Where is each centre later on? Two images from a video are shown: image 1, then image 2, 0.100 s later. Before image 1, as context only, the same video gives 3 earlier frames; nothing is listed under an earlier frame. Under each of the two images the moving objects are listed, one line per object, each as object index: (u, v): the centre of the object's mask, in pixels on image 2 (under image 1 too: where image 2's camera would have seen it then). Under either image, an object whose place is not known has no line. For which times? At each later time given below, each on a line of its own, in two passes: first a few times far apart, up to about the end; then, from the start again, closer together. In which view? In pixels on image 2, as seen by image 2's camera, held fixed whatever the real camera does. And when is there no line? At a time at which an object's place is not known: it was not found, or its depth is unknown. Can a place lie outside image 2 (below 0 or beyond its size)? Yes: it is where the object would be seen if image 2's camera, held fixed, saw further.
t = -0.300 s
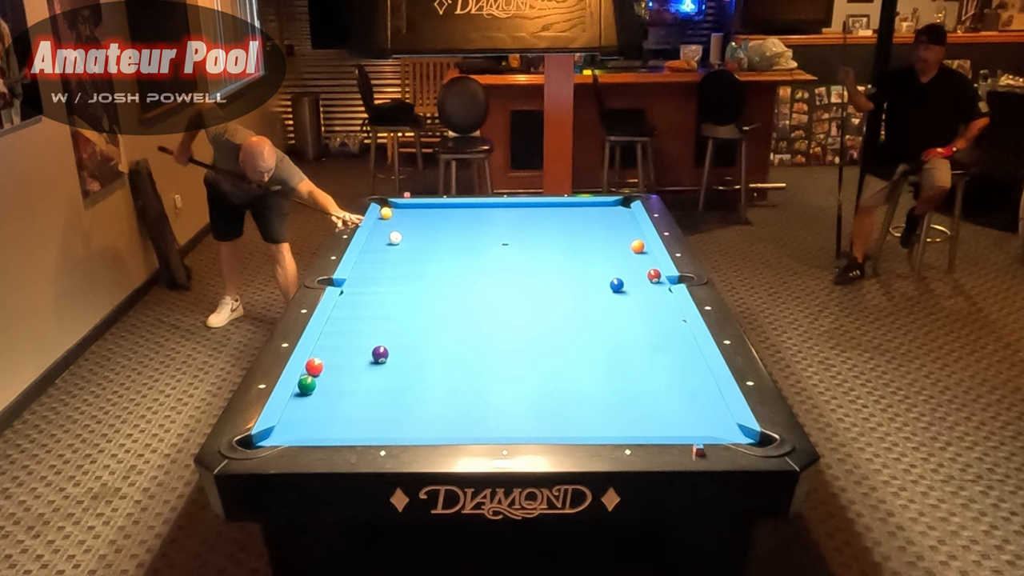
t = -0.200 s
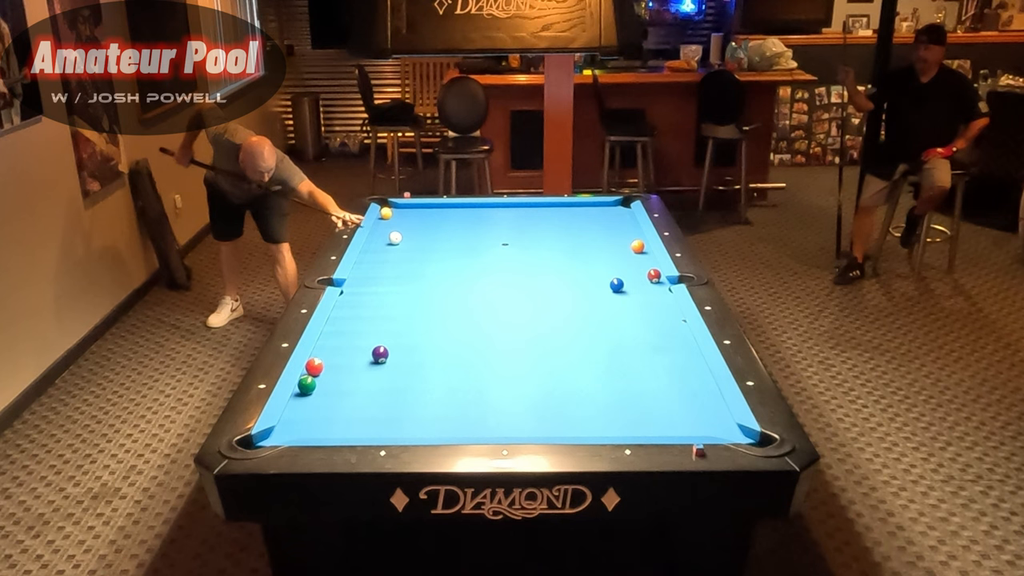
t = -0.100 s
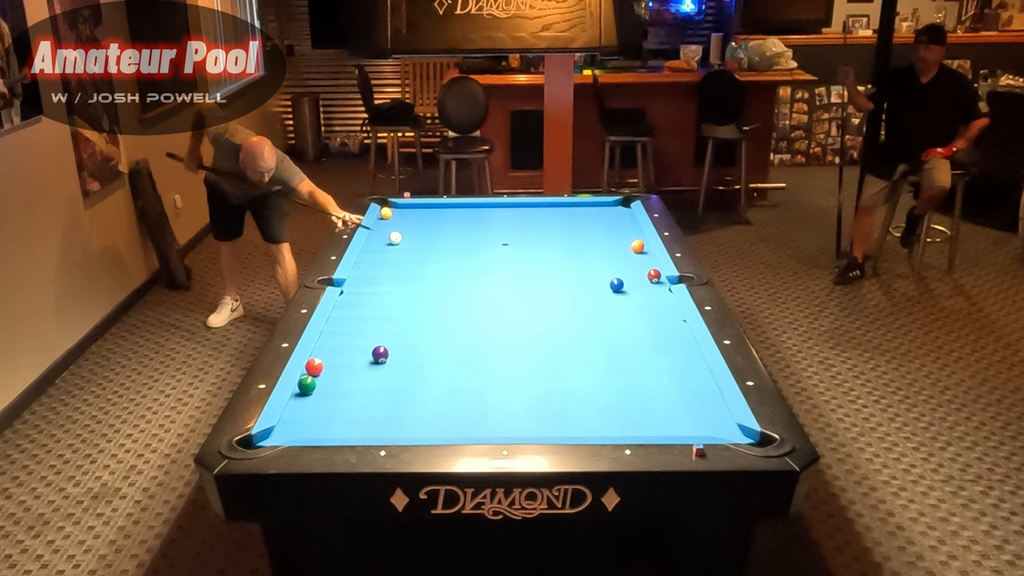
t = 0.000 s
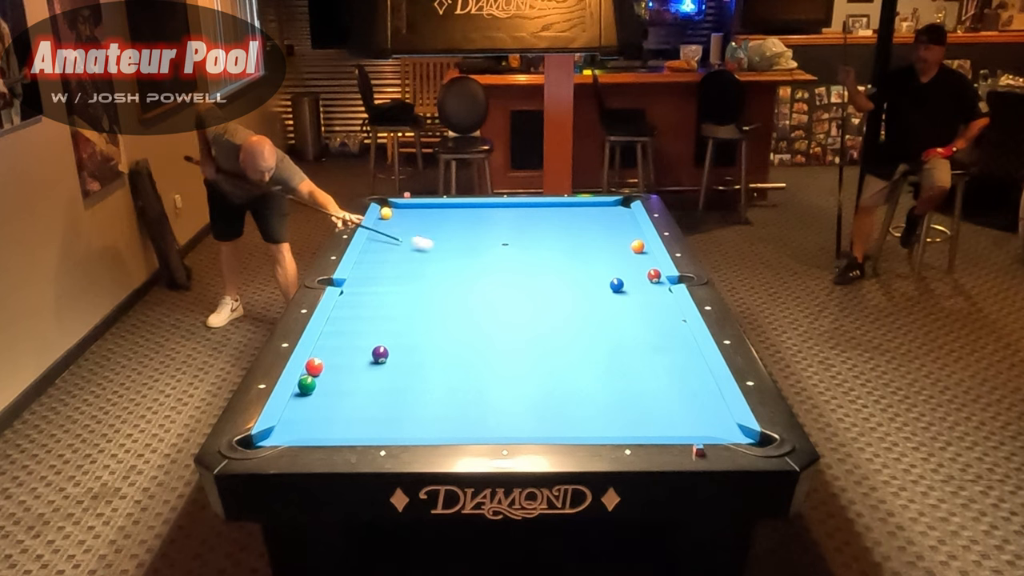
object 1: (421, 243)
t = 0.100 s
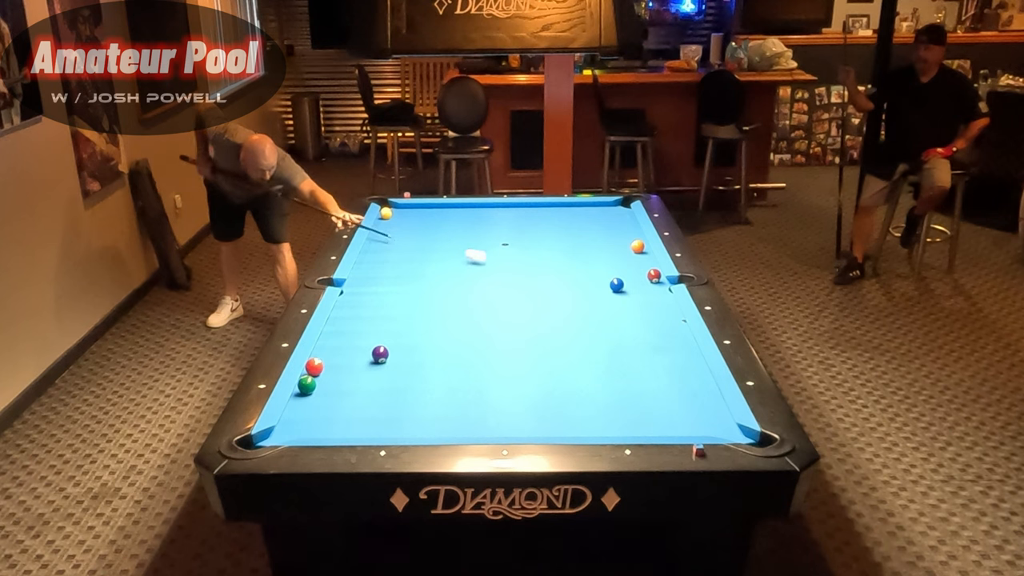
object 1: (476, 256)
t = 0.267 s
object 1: (566, 277)
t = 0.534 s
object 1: (625, 309)
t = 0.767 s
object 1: (673, 342)
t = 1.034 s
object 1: (688, 382)
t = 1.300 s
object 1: (682, 425)
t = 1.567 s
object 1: (671, 411)
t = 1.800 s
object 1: (662, 390)
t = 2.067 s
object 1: (653, 369)
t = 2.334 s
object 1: (644, 350)
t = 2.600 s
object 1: (637, 335)
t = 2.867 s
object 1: (630, 320)
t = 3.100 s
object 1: (625, 309)
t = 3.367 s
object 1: (620, 298)
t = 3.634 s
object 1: (615, 288)
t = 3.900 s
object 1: (611, 279)
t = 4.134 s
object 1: (608, 272)
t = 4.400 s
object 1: (605, 264)
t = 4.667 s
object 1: (602, 258)
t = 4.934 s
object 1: (599, 252)
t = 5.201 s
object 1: (597, 247)
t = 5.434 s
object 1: (594, 243)
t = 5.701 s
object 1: (592, 239)
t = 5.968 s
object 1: (590, 235)
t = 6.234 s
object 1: (588, 232)
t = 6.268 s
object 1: (588, 231)
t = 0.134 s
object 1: (494, 261)
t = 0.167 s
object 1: (512, 264)
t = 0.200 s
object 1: (530, 269)
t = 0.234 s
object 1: (549, 273)
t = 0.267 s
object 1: (566, 277)
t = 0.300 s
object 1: (583, 281)
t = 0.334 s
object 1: (600, 285)
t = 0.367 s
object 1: (604, 288)
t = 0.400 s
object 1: (606, 293)
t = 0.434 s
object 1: (610, 297)
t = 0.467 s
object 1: (613, 301)
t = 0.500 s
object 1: (619, 305)
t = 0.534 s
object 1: (625, 309)
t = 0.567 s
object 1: (631, 313)
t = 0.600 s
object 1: (637, 318)
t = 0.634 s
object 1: (644, 323)
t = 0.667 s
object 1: (651, 327)
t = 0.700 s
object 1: (659, 332)
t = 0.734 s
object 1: (666, 337)
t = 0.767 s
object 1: (673, 342)
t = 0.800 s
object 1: (681, 348)
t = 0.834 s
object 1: (689, 353)
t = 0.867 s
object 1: (693, 359)
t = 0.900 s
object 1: (691, 363)
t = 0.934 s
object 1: (690, 368)
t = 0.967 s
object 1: (690, 372)
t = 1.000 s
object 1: (689, 377)
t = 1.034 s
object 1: (688, 382)
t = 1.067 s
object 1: (688, 387)
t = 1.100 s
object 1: (687, 393)
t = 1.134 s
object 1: (686, 398)
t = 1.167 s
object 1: (686, 403)
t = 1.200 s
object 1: (685, 409)
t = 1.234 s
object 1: (684, 414)
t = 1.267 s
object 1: (683, 420)
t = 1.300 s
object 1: (682, 425)
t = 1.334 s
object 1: (682, 429)
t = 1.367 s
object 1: (680, 428)
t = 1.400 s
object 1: (678, 426)
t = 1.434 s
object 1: (677, 424)
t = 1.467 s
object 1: (676, 420)
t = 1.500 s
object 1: (674, 417)
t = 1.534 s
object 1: (673, 414)
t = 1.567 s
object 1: (671, 411)
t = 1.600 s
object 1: (670, 407)
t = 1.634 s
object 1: (669, 404)
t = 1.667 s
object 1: (667, 401)
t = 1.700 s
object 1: (666, 398)
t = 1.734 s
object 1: (665, 396)
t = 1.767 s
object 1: (663, 393)
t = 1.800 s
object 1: (662, 390)
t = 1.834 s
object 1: (661, 387)
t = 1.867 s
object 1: (660, 384)
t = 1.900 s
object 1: (659, 382)
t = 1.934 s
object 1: (657, 379)
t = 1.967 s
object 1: (656, 376)
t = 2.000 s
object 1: (655, 374)
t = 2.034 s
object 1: (654, 371)
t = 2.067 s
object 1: (653, 369)
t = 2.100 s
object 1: (652, 366)
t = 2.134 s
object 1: (650, 364)
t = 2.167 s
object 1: (649, 362)
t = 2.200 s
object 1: (648, 359)
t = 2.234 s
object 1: (647, 357)
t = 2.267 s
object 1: (646, 355)
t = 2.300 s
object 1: (645, 353)
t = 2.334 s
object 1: (644, 350)
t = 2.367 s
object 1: (643, 348)
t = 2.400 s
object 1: (642, 346)
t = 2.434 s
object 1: (641, 344)
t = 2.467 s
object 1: (640, 342)
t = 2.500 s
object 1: (640, 340)
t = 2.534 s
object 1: (639, 338)
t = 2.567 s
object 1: (638, 336)
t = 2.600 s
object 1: (637, 335)
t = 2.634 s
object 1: (636, 332)
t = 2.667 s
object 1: (635, 331)
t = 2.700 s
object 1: (634, 329)
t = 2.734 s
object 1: (633, 327)
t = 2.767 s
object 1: (633, 325)
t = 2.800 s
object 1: (632, 324)
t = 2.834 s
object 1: (631, 322)
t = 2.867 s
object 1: (630, 320)
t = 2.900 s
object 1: (629, 318)
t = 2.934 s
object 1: (629, 317)
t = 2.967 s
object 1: (628, 316)
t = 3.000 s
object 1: (627, 314)
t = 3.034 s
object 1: (626, 312)
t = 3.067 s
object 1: (626, 311)
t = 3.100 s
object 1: (625, 309)
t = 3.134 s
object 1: (624, 308)
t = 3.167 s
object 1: (624, 306)
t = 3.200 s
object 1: (623, 305)
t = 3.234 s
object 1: (622, 303)
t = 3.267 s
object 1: (622, 302)
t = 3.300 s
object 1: (621, 301)
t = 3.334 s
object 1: (620, 299)
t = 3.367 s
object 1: (620, 298)
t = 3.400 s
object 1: (619, 296)
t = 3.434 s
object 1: (619, 295)
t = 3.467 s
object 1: (618, 294)
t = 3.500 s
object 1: (618, 293)
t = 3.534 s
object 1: (617, 291)
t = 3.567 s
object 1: (616, 290)
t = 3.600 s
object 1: (616, 289)
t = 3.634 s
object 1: (615, 288)
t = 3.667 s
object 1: (615, 287)
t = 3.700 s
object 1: (614, 285)
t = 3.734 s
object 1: (614, 284)
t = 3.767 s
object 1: (613, 283)
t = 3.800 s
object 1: (613, 282)
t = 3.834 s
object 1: (612, 281)
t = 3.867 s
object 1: (612, 280)
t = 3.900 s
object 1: (611, 279)
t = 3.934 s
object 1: (611, 278)
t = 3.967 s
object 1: (610, 277)
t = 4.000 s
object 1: (610, 276)
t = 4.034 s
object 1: (610, 275)
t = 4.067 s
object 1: (609, 274)
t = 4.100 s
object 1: (609, 273)
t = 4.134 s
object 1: (608, 272)
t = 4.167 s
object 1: (608, 271)
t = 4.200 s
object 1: (607, 270)
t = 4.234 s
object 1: (607, 269)
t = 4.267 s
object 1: (606, 268)
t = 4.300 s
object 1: (606, 267)
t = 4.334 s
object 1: (605, 266)
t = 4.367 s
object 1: (605, 265)
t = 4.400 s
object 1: (605, 264)
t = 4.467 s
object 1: (604, 264)
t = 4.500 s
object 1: (604, 263)
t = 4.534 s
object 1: (603, 262)
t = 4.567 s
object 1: (603, 261)
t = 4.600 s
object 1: (603, 260)
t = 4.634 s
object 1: (602, 259)
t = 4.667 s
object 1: (602, 258)
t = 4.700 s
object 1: (601, 258)
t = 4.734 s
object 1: (601, 257)
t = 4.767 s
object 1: (601, 256)
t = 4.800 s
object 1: (600, 255)
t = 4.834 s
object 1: (600, 255)
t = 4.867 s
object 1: (600, 254)
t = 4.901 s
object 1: (599, 253)
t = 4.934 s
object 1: (599, 252)
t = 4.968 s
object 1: (599, 252)
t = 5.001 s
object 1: (598, 251)
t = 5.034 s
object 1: (598, 250)
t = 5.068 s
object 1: (598, 250)
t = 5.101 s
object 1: (597, 249)
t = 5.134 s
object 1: (597, 248)
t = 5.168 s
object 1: (597, 248)
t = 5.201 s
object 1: (597, 247)
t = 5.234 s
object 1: (596, 247)
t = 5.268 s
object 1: (596, 246)
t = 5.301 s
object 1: (596, 245)
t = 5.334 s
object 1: (595, 245)
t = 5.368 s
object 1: (595, 244)
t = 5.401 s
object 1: (595, 243)
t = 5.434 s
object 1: (594, 243)
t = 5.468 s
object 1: (594, 242)
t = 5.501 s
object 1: (594, 242)
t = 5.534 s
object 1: (593, 241)
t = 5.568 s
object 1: (593, 241)
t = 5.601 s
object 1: (593, 240)
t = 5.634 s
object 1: (592, 240)
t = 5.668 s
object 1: (592, 239)
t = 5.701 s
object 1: (592, 239)
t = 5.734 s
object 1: (592, 238)
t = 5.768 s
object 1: (591, 238)
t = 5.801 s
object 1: (591, 237)
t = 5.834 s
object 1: (591, 237)
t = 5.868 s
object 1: (591, 236)
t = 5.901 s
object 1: (590, 236)
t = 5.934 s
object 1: (590, 236)
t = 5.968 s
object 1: (590, 235)
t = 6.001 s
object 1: (590, 234)
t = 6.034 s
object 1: (589, 234)
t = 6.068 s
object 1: (589, 234)
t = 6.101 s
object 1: (589, 233)
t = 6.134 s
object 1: (589, 233)
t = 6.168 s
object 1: (589, 232)
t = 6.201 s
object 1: (588, 232)
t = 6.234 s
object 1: (588, 232)
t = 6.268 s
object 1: (588, 231)
